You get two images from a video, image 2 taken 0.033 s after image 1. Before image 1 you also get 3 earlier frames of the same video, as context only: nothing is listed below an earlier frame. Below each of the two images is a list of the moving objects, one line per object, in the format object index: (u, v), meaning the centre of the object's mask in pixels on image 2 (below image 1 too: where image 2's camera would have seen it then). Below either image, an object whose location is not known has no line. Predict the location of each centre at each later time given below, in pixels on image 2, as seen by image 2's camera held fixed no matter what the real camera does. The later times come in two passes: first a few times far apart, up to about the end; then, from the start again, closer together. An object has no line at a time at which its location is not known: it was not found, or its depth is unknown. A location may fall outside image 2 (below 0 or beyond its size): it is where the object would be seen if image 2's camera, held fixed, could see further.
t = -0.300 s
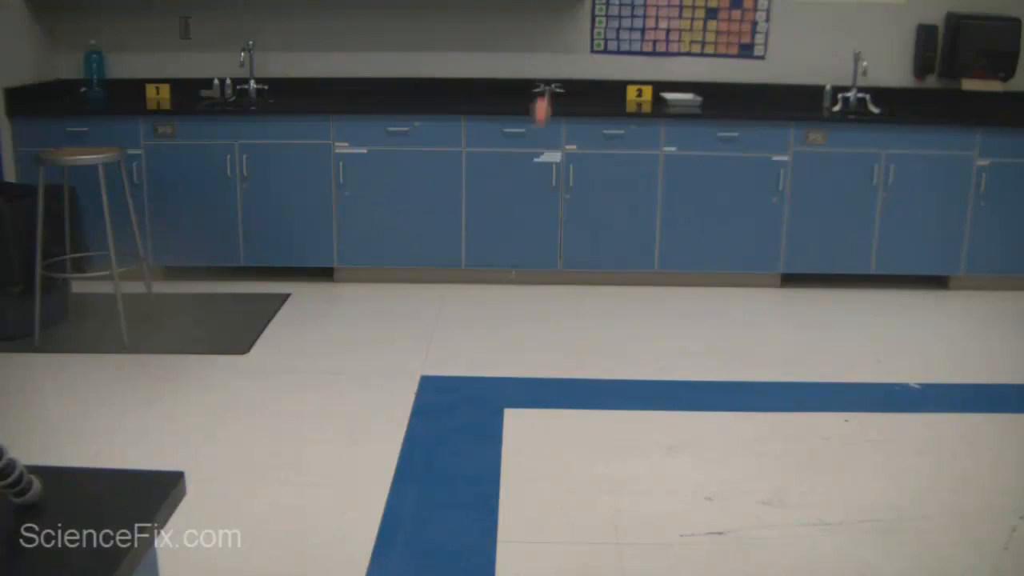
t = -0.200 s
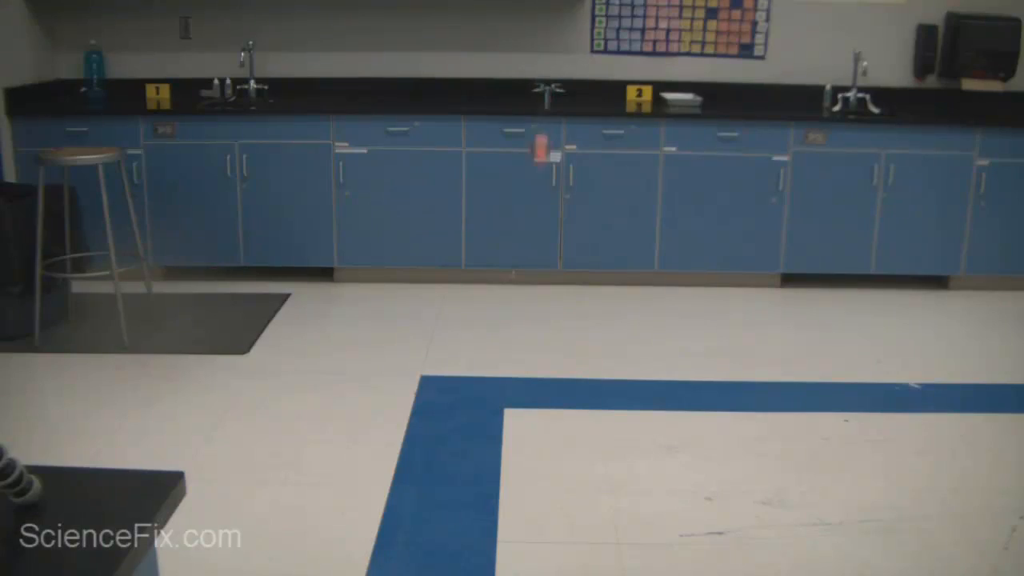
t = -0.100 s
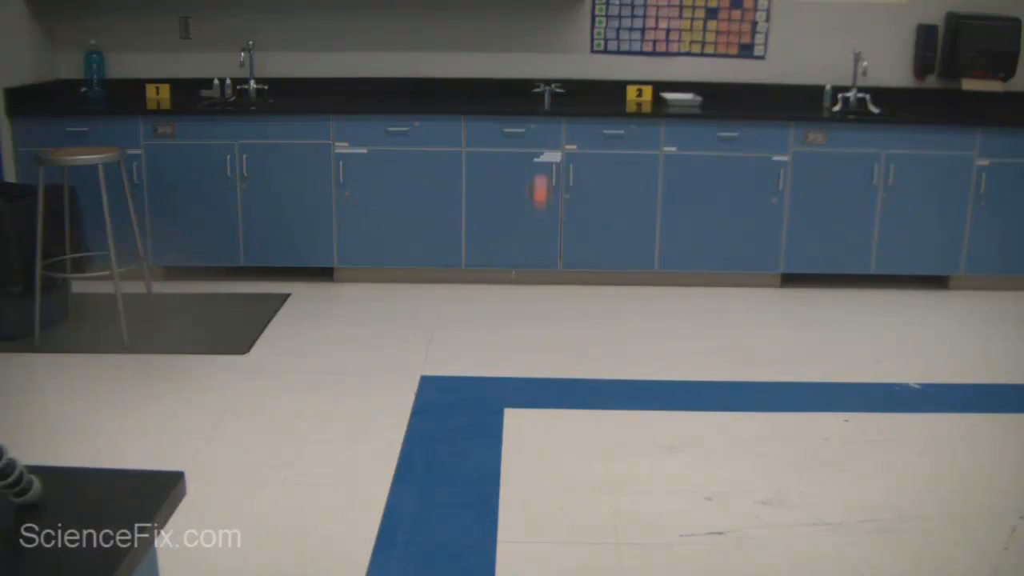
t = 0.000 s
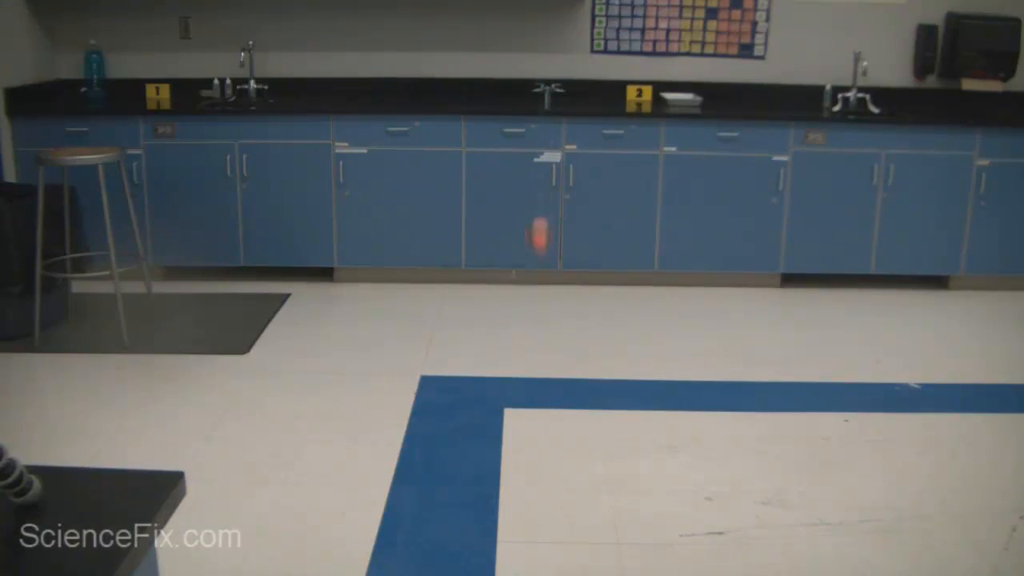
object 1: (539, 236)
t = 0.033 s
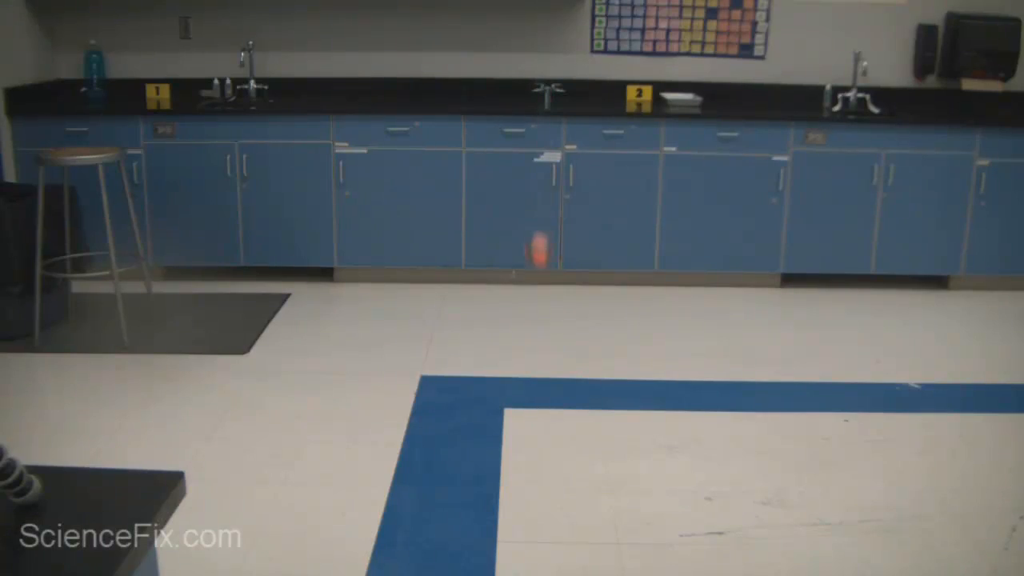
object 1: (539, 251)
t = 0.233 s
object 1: (536, 346)
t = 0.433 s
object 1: (533, 428)
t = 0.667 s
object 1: (523, 499)
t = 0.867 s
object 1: (489, 455)
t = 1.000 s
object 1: (434, 353)
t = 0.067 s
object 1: (538, 266)
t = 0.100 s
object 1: (538, 281)
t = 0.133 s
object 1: (538, 298)
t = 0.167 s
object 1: (537, 315)
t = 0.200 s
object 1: (537, 328)
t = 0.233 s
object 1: (536, 346)
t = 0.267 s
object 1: (536, 360)
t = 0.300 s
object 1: (536, 374)
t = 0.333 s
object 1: (535, 388)
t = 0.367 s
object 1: (535, 404)
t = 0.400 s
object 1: (534, 414)
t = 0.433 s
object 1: (533, 428)
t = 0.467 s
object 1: (532, 442)
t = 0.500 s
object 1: (532, 452)
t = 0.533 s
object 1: (530, 465)
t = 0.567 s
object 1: (528, 476)
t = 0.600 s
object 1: (528, 483)
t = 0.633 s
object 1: (525, 492)
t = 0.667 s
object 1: (523, 499)
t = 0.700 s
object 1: (521, 500)
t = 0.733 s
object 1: (517, 500)
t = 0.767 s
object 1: (514, 495)
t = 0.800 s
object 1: (509, 490)
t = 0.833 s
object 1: (501, 475)
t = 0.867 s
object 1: (489, 455)
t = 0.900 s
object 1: (487, 448)
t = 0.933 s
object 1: (462, 411)
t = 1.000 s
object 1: (434, 353)
